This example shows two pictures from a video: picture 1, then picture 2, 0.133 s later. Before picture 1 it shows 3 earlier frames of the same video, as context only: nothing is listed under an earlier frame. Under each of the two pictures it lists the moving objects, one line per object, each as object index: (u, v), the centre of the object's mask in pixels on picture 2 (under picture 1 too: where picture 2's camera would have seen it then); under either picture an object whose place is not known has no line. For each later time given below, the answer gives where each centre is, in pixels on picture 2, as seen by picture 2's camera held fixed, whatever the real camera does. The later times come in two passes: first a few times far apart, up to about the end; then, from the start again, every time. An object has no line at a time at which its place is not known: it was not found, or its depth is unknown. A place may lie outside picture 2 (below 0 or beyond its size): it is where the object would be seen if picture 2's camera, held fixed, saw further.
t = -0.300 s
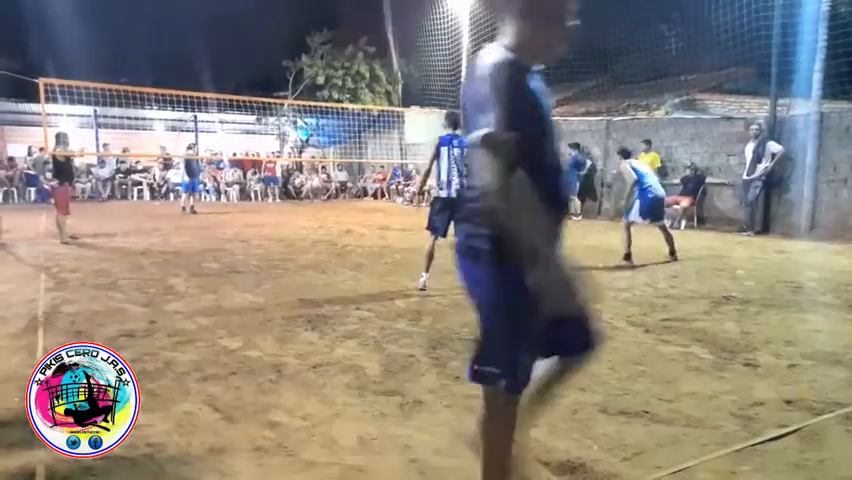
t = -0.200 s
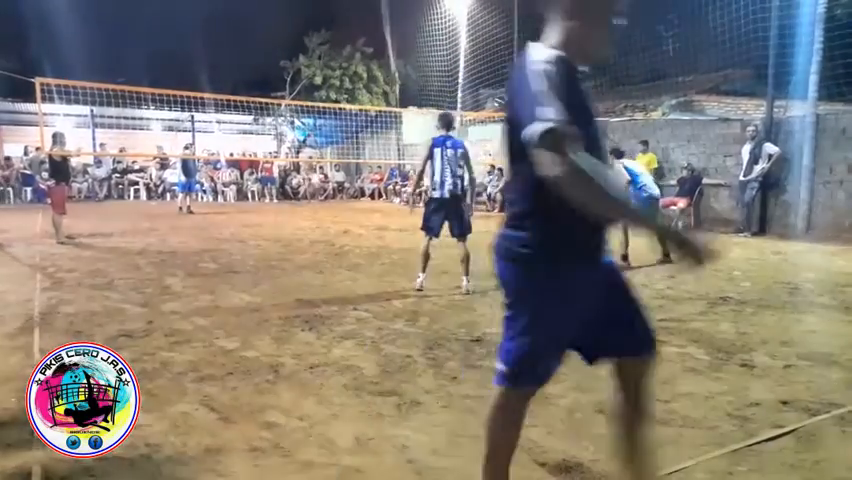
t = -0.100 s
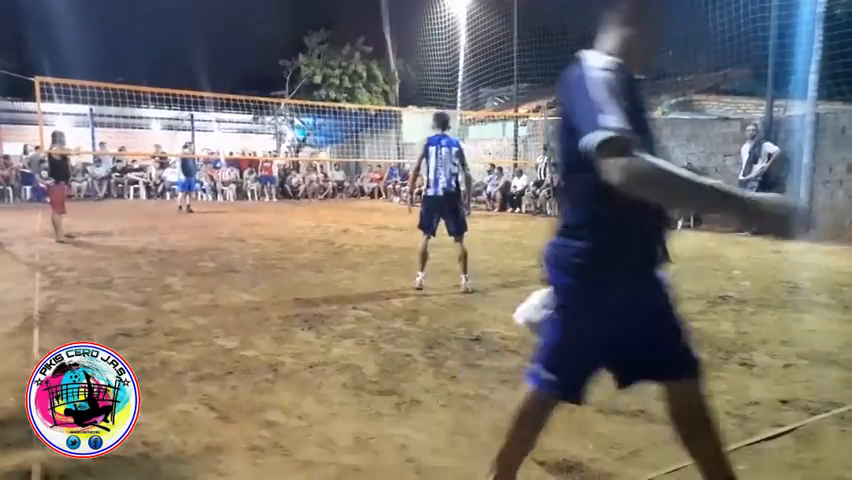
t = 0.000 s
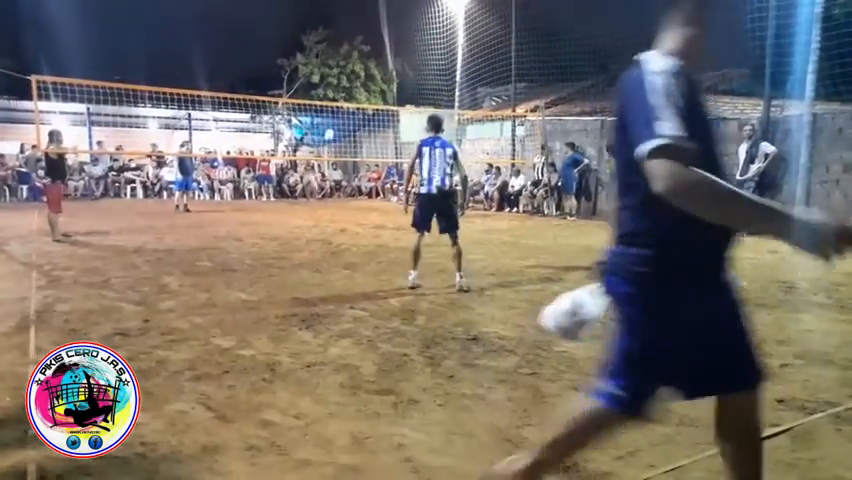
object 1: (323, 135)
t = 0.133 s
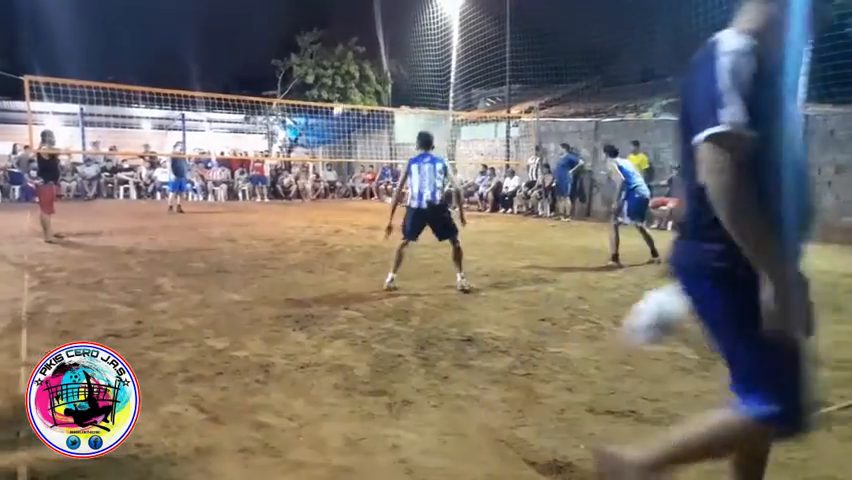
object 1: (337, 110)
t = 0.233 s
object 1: (351, 93)
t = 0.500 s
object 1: (400, 60)
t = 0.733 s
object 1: (465, 60)
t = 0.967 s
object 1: (567, 106)
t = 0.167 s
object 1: (342, 103)
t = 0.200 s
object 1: (346, 98)
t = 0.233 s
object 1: (351, 93)
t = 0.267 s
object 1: (355, 88)
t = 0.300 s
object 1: (361, 82)
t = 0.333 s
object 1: (366, 77)
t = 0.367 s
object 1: (372, 73)
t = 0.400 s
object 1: (378, 70)
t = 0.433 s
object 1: (385, 66)
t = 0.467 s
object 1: (392, 63)
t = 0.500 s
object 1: (400, 60)
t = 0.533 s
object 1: (407, 58)
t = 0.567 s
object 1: (416, 57)
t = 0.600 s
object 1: (424, 55)
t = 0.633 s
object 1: (434, 55)
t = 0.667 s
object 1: (443, 55)
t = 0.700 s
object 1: (454, 57)
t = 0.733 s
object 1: (465, 60)
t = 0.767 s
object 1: (477, 63)
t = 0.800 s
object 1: (489, 66)
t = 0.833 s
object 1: (503, 72)
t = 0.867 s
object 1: (517, 79)
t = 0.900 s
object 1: (533, 87)
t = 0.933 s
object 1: (549, 96)
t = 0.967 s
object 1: (567, 106)
